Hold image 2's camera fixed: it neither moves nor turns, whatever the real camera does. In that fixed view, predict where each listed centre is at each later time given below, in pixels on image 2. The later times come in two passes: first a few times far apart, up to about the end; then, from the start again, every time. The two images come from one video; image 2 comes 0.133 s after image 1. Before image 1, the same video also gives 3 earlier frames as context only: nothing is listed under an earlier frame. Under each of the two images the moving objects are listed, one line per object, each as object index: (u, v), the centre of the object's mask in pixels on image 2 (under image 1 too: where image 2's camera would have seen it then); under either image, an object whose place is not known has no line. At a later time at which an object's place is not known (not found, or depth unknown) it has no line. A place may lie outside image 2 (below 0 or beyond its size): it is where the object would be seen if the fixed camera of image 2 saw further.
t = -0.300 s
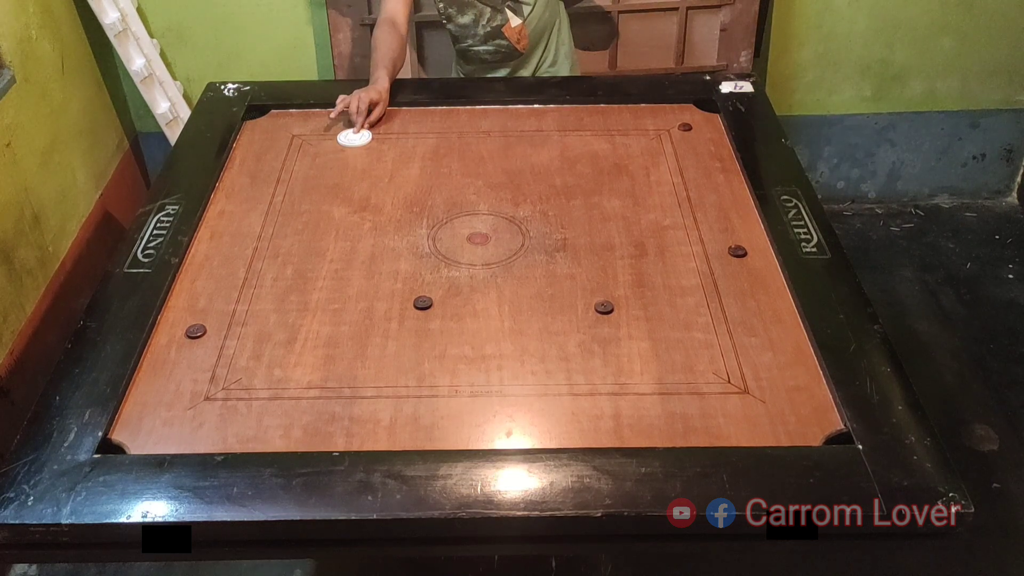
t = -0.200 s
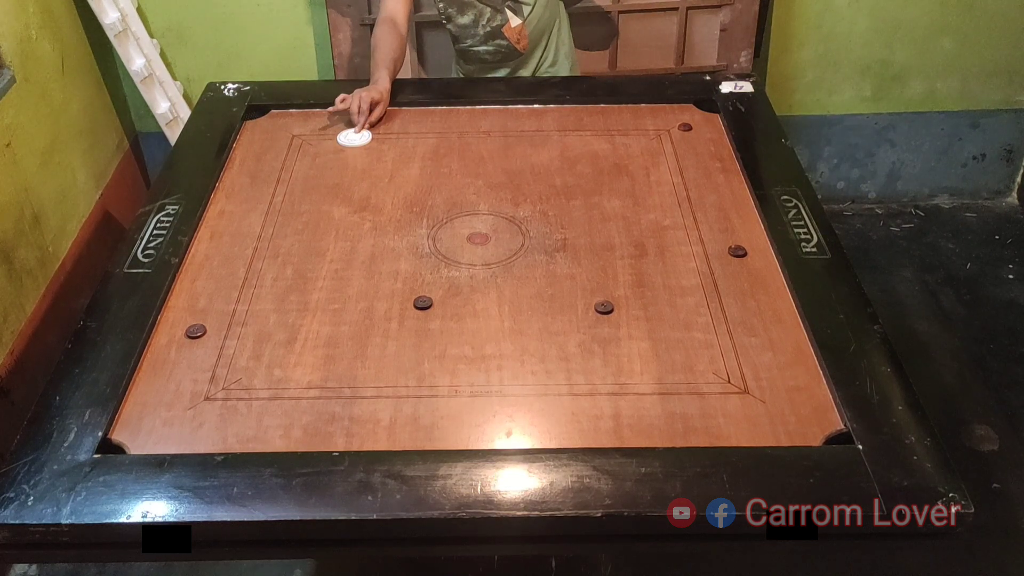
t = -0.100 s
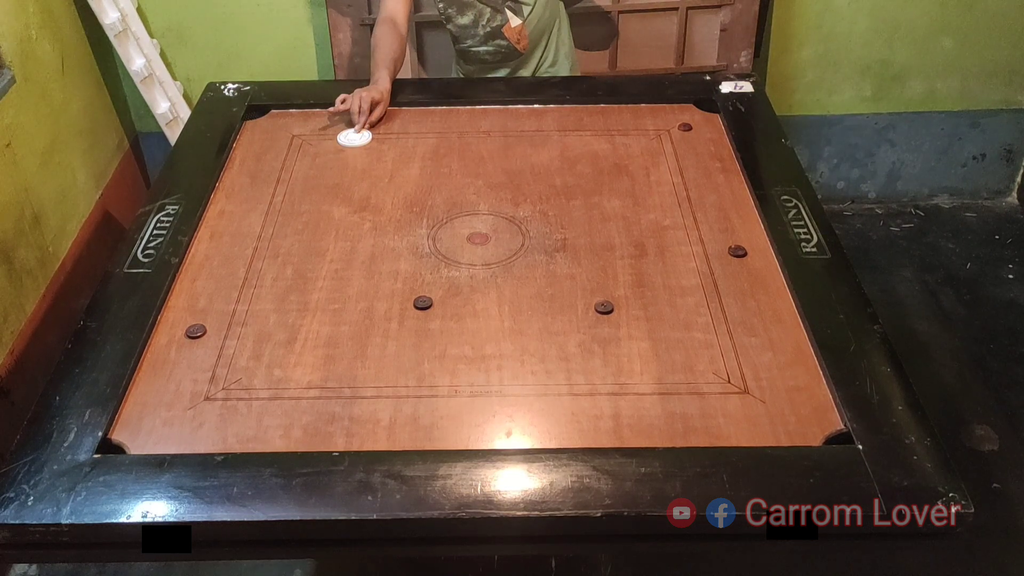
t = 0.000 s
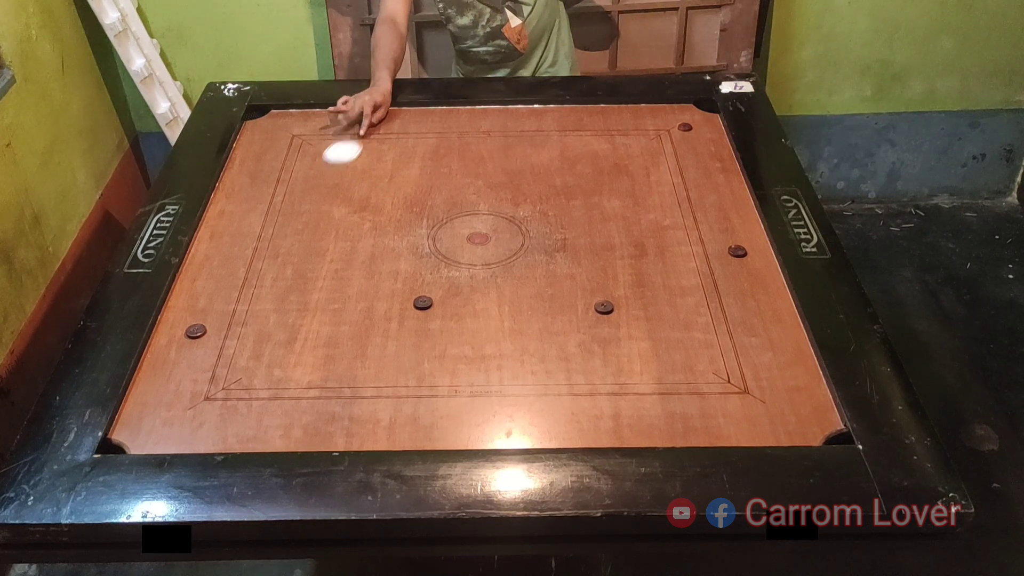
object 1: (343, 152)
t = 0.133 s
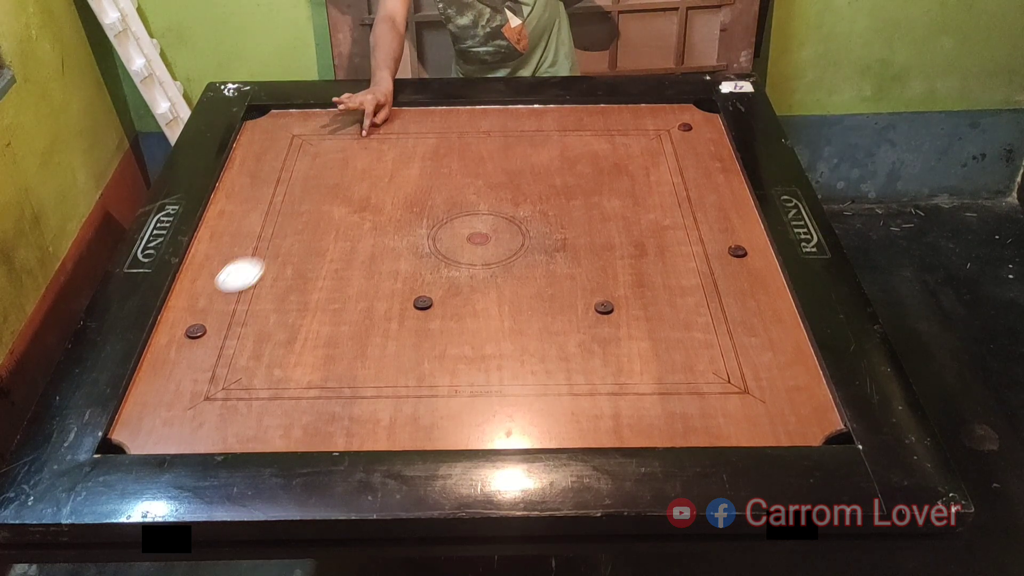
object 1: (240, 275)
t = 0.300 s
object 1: (170, 424)
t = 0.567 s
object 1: (300, 234)
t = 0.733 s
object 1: (354, 154)
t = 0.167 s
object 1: (208, 313)
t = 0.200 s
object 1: (180, 347)
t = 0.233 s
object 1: (157, 383)
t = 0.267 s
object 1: (158, 421)
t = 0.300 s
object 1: (170, 424)
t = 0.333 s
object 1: (190, 394)
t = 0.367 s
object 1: (209, 366)
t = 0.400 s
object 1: (227, 341)
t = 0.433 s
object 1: (243, 317)
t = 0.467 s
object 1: (259, 294)
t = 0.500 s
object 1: (273, 273)
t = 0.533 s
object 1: (287, 253)
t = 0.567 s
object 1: (300, 234)
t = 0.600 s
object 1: (312, 217)
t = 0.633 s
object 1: (323, 200)
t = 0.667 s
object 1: (334, 183)
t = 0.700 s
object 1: (345, 168)
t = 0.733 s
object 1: (354, 154)
